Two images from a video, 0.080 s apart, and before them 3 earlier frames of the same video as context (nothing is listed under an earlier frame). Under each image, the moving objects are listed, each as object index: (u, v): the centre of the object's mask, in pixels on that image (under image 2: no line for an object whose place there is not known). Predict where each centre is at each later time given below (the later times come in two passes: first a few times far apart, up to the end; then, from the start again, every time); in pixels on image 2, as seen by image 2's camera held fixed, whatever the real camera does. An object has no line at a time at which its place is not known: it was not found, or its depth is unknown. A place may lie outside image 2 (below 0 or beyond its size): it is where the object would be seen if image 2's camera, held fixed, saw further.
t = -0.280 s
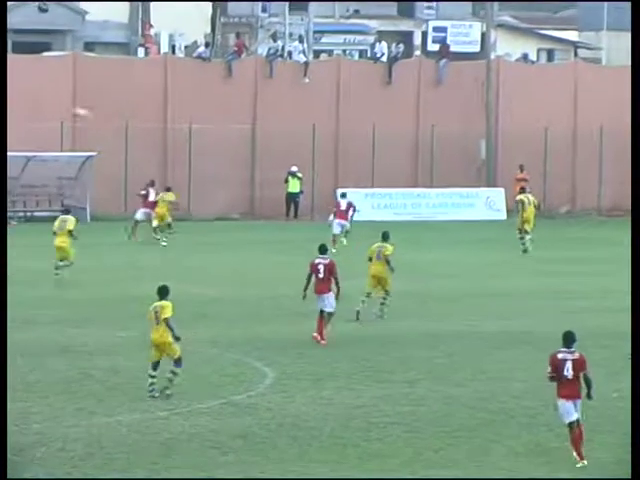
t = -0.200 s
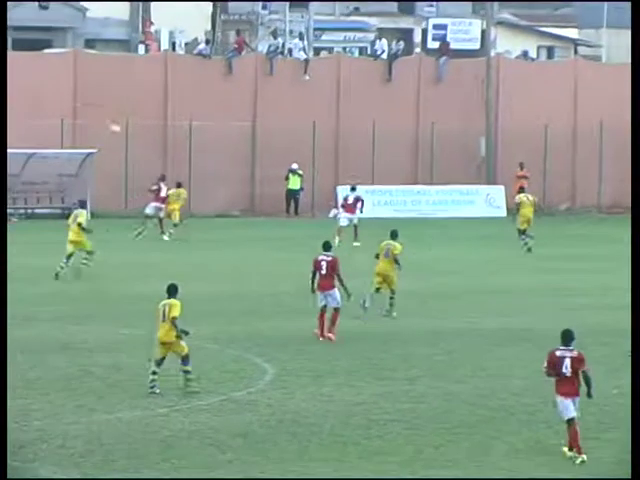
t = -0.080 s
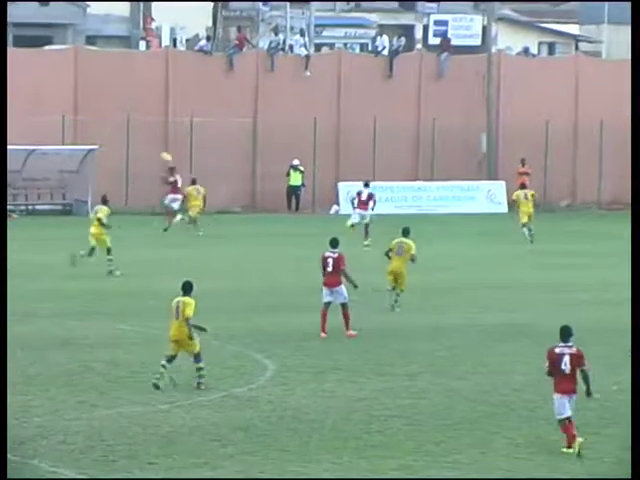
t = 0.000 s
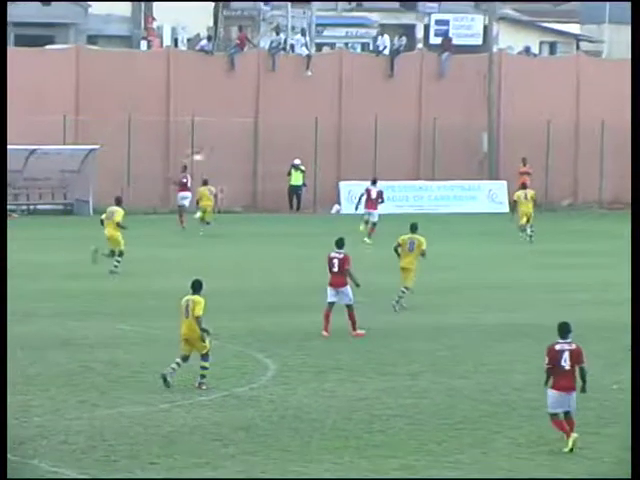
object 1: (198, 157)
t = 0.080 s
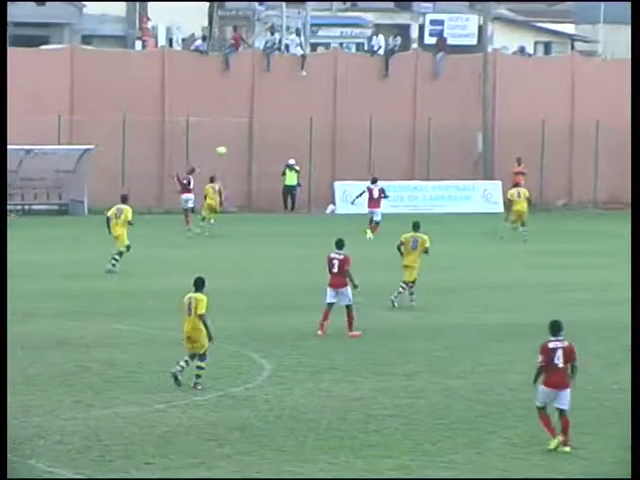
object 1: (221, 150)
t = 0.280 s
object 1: (293, 141)
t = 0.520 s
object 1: (378, 152)
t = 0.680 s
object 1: (434, 171)
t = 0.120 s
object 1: (235, 147)
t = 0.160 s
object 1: (250, 143)
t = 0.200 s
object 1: (265, 143)
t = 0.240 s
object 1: (279, 142)
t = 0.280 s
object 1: (293, 141)
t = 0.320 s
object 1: (307, 142)
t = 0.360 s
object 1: (322, 143)
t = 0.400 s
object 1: (336, 144)
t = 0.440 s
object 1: (349, 146)
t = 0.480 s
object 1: (364, 149)
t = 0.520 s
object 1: (378, 152)
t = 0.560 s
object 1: (392, 156)
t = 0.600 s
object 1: (406, 160)
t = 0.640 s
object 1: (420, 165)
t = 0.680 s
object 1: (434, 171)
